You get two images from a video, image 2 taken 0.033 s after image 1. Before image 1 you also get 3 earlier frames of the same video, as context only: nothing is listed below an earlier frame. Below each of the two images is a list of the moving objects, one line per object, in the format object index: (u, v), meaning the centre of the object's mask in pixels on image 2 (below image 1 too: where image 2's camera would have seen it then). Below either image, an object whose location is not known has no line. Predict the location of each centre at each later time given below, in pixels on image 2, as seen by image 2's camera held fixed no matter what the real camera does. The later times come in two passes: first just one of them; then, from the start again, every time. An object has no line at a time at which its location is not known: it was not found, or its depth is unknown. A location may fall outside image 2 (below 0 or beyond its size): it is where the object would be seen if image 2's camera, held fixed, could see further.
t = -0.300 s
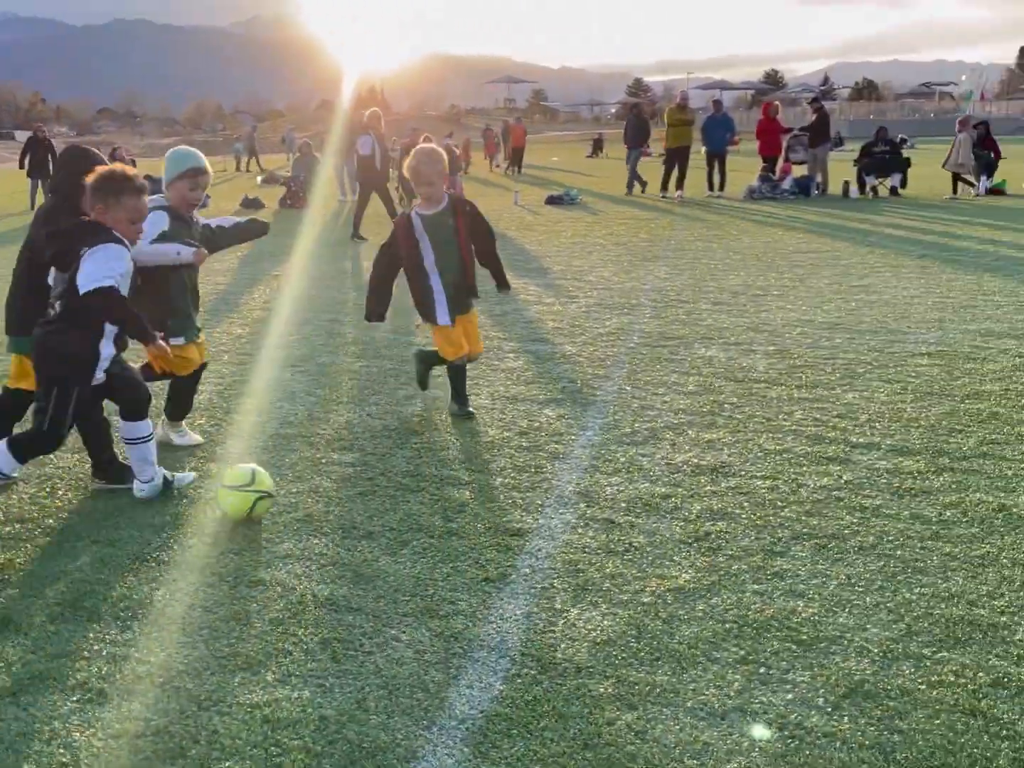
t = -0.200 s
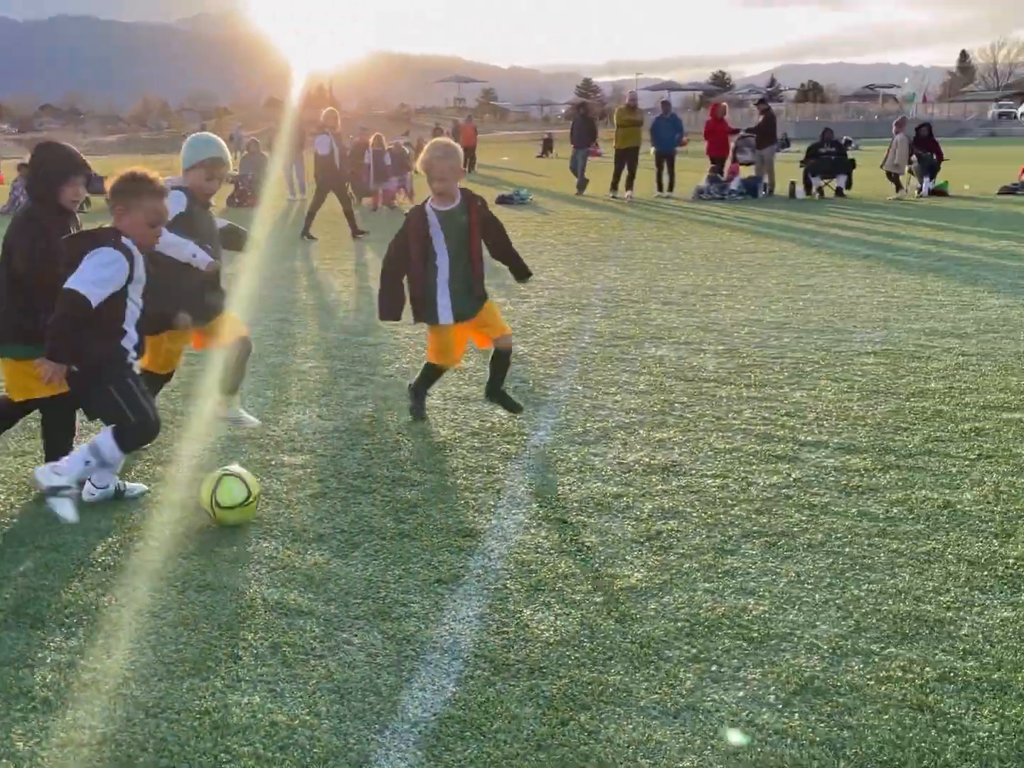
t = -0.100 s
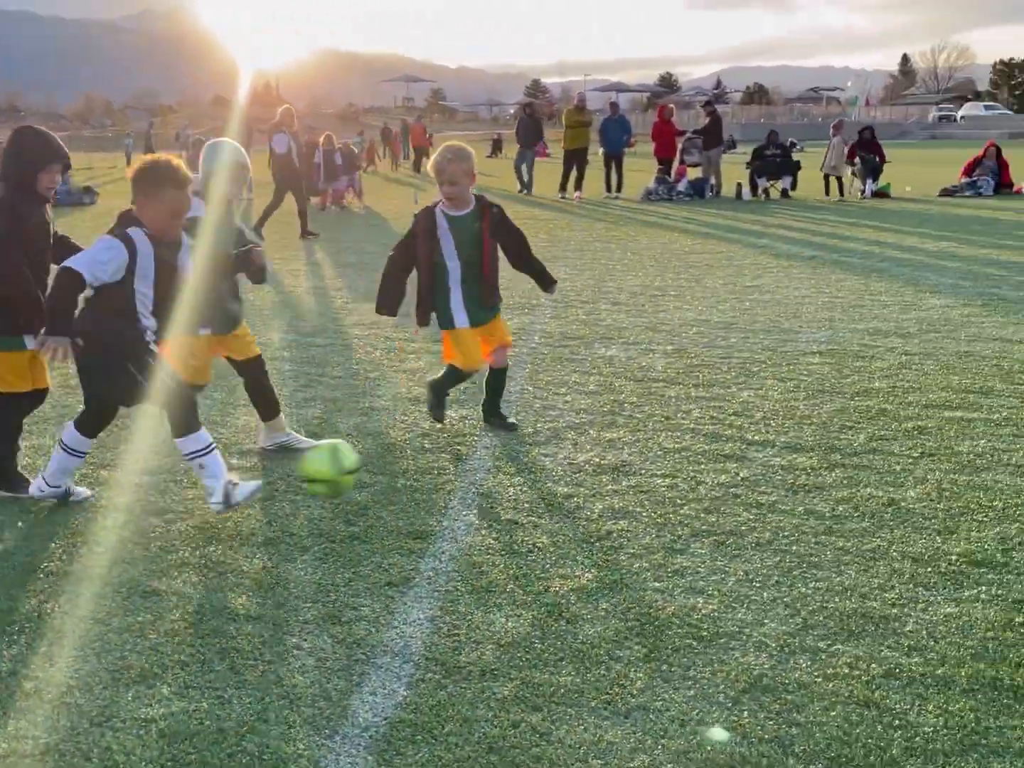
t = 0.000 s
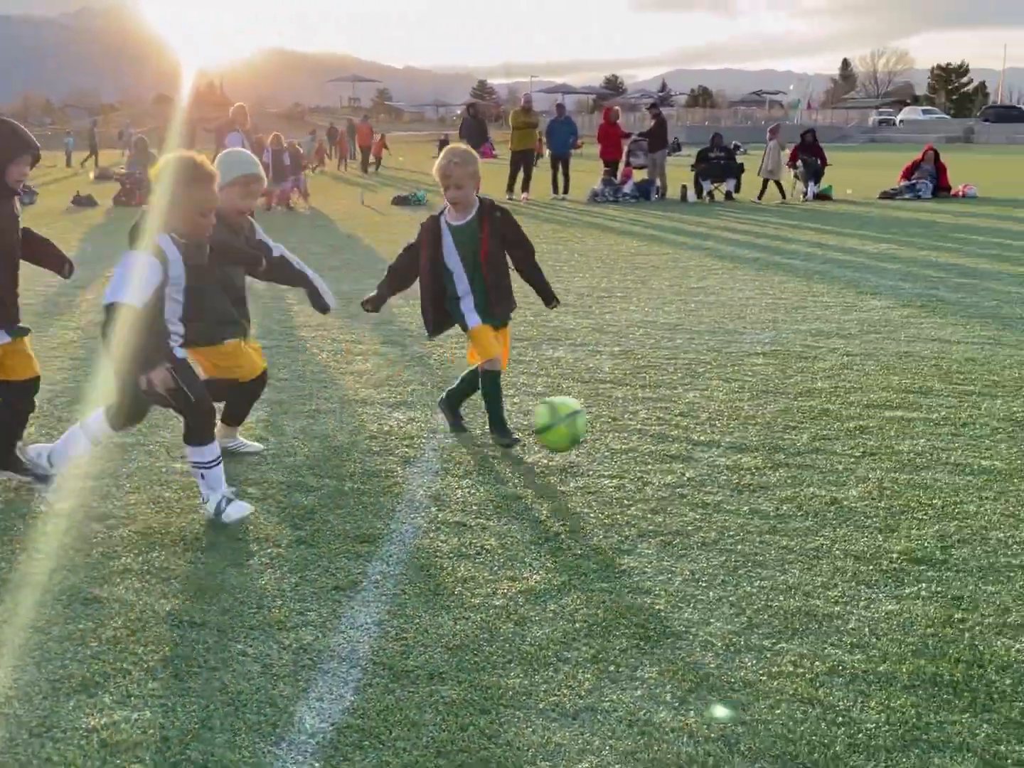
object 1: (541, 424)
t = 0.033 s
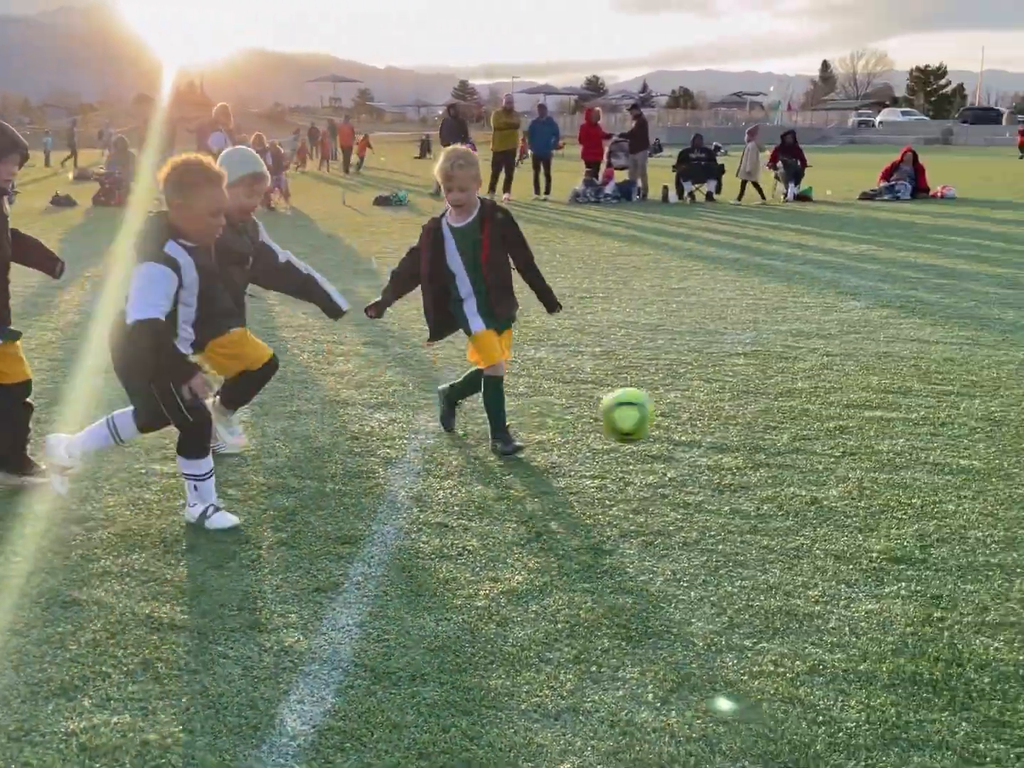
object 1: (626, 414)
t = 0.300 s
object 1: (1218, 414)
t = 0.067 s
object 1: (710, 409)
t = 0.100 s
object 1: (791, 406)
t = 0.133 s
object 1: (872, 405)
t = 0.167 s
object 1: (948, 408)
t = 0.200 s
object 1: (1021, 411)
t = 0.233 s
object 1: (1092, 417)
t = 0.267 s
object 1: (1162, 428)
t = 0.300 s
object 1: (1218, 414)
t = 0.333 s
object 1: (1273, 401)
